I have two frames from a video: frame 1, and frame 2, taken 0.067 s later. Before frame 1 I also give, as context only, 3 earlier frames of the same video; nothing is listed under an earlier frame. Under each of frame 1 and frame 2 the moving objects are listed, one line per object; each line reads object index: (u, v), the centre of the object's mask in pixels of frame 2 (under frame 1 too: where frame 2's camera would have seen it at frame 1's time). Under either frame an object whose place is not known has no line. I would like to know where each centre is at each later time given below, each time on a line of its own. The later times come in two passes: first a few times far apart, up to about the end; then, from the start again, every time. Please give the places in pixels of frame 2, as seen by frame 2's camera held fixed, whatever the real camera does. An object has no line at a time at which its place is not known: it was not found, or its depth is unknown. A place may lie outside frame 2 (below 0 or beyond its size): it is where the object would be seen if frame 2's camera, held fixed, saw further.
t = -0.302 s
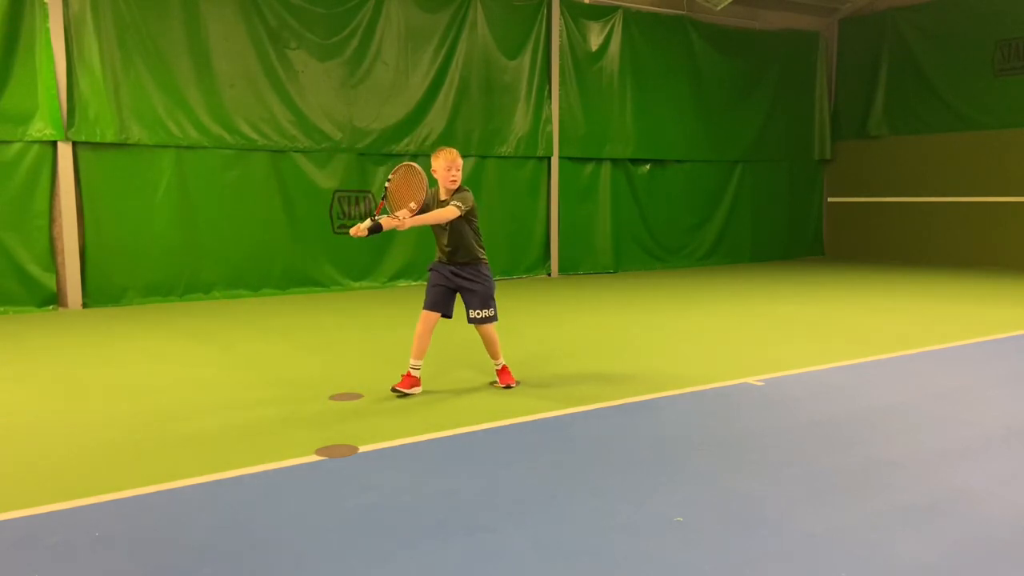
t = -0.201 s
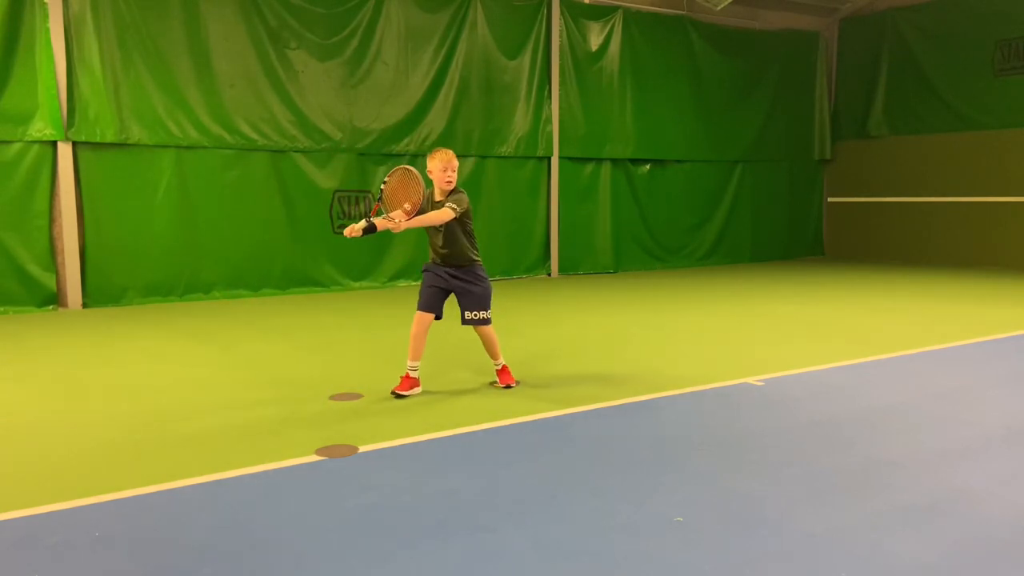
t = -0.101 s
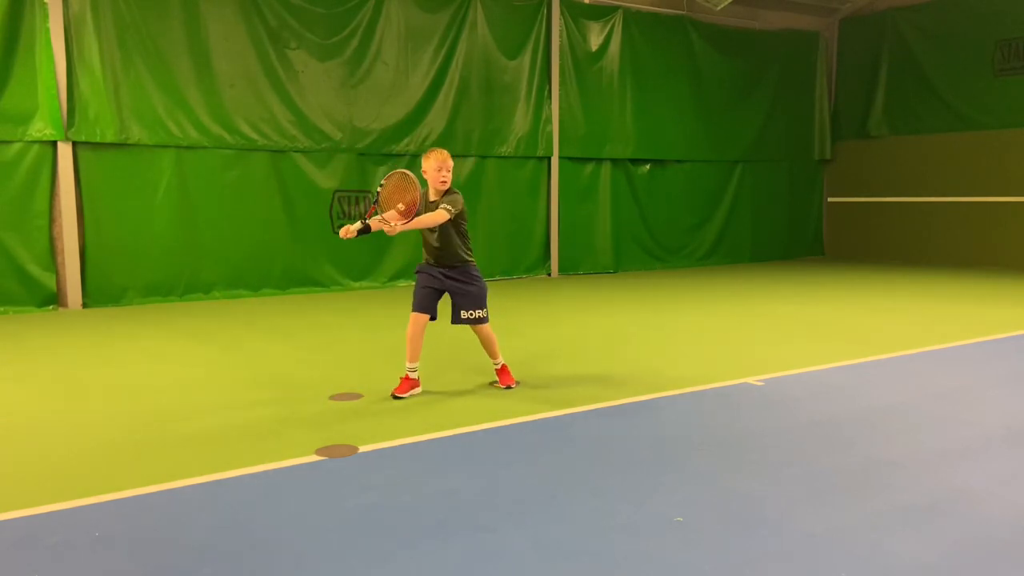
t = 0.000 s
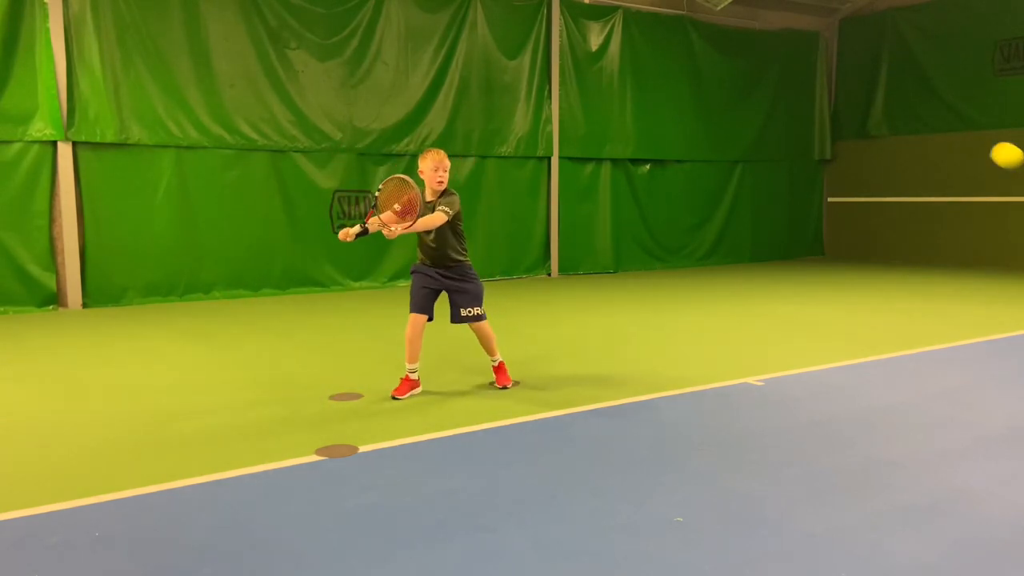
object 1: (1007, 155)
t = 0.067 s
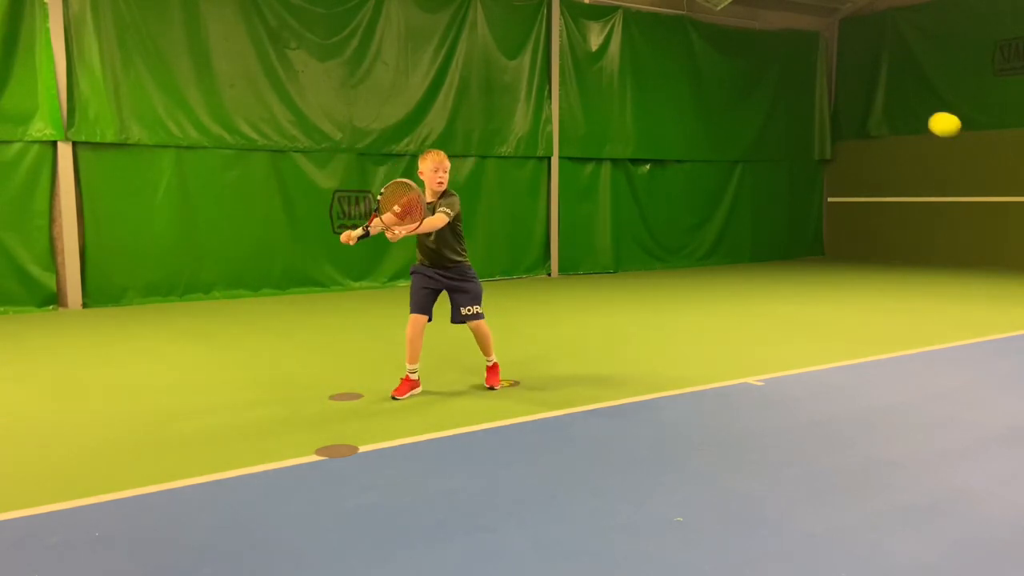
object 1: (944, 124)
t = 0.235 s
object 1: (796, 112)
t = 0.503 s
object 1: (602, 248)
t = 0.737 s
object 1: (472, 452)
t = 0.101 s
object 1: (913, 115)
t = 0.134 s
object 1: (883, 109)
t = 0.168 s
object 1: (853, 106)
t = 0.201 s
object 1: (824, 108)
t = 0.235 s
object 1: (796, 112)
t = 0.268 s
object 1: (769, 120)
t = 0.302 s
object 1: (743, 130)
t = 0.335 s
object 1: (717, 144)
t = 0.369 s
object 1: (693, 160)
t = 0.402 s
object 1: (669, 179)
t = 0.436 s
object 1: (646, 200)
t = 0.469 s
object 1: (623, 223)
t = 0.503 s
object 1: (602, 248)
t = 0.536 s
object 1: (581, 275)
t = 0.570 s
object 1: (561, 303)
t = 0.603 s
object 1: (542, 335)
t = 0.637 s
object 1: (523, 367)
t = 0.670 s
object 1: (505, 401)
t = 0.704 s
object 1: (487, 439)
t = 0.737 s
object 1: (472, 452)
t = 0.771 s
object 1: (458, 419)
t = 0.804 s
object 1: (445, 392)
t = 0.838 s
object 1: (432, 367)
